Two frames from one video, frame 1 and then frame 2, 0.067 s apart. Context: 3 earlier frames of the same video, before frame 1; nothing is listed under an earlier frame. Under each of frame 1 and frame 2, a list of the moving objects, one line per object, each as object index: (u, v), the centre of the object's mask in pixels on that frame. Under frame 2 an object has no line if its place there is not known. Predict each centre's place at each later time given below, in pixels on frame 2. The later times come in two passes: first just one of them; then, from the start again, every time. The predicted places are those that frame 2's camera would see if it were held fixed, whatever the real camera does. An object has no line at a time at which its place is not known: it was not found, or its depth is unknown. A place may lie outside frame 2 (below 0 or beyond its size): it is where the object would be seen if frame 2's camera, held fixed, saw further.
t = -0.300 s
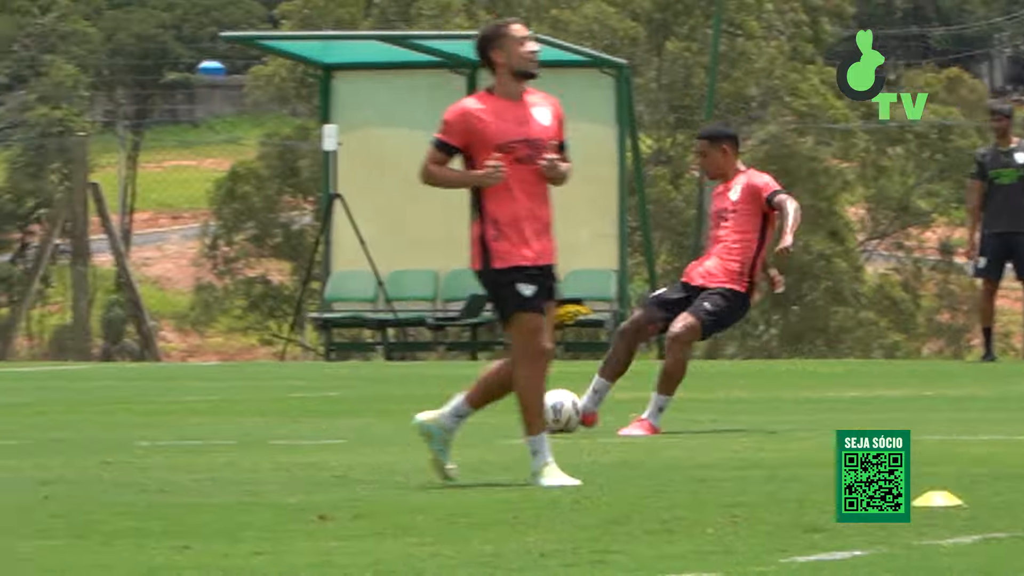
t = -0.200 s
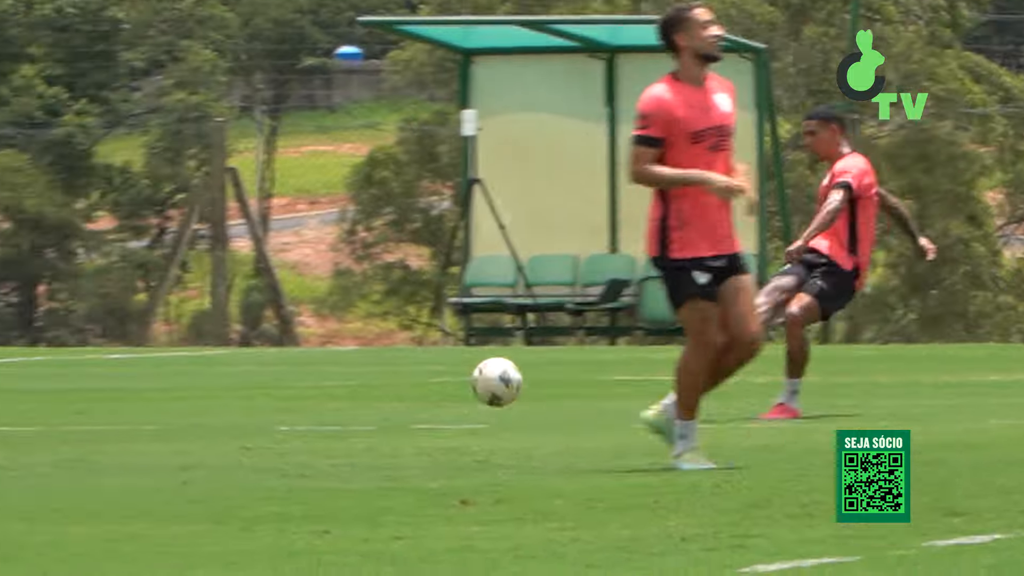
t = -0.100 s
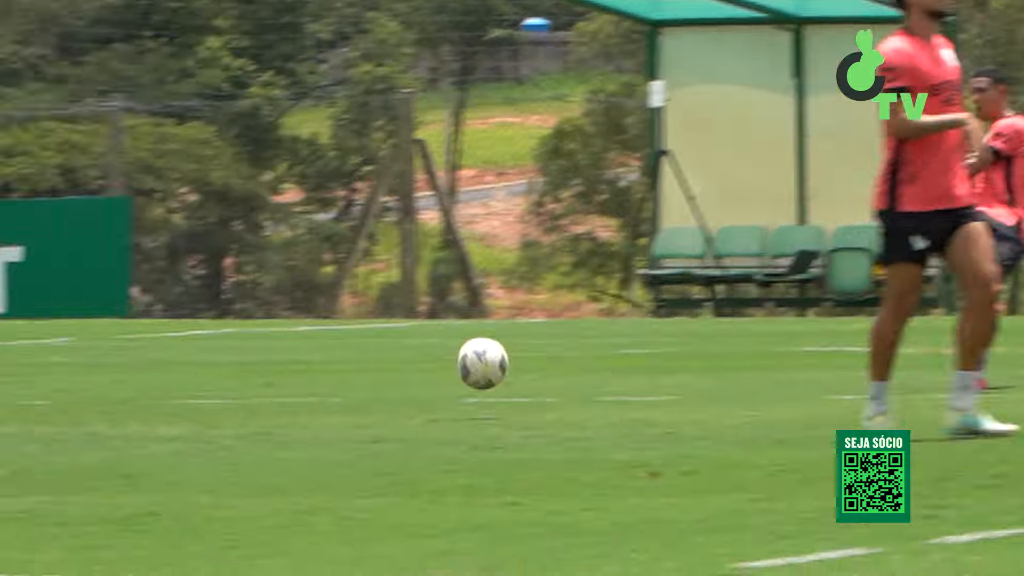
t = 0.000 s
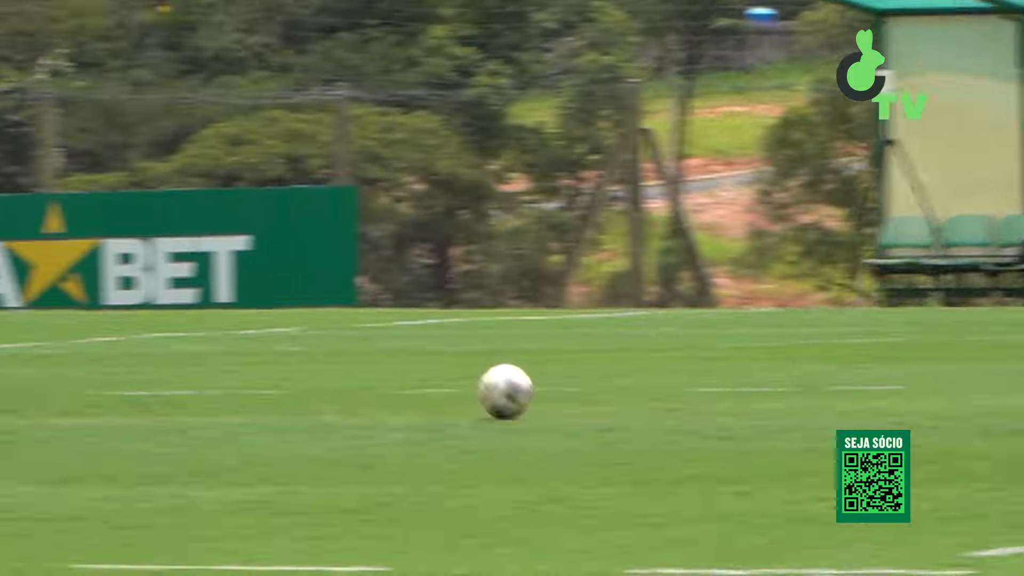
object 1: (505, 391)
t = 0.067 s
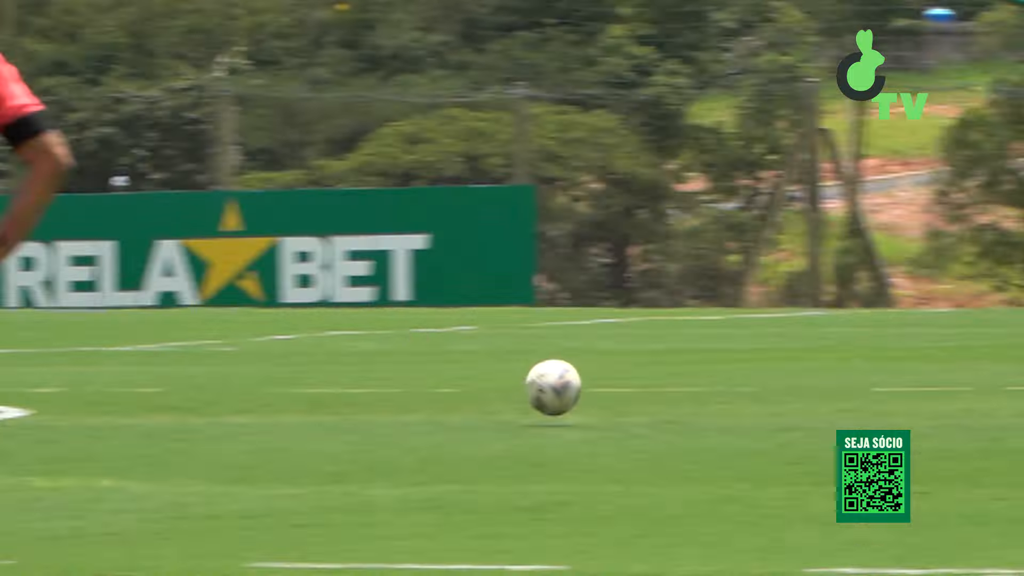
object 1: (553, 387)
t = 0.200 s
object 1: (288, 384)
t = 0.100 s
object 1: (489, 381)
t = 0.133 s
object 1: (422, 379)
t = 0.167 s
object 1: (357, 380)
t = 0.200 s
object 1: (288, 384)
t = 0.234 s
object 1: (217, 392)
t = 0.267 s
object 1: (146, 405)
